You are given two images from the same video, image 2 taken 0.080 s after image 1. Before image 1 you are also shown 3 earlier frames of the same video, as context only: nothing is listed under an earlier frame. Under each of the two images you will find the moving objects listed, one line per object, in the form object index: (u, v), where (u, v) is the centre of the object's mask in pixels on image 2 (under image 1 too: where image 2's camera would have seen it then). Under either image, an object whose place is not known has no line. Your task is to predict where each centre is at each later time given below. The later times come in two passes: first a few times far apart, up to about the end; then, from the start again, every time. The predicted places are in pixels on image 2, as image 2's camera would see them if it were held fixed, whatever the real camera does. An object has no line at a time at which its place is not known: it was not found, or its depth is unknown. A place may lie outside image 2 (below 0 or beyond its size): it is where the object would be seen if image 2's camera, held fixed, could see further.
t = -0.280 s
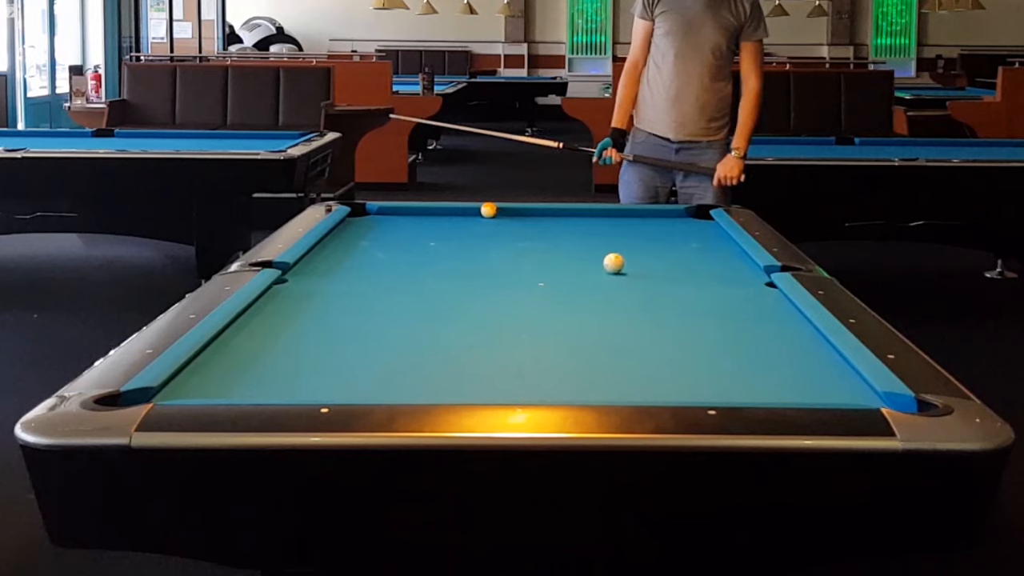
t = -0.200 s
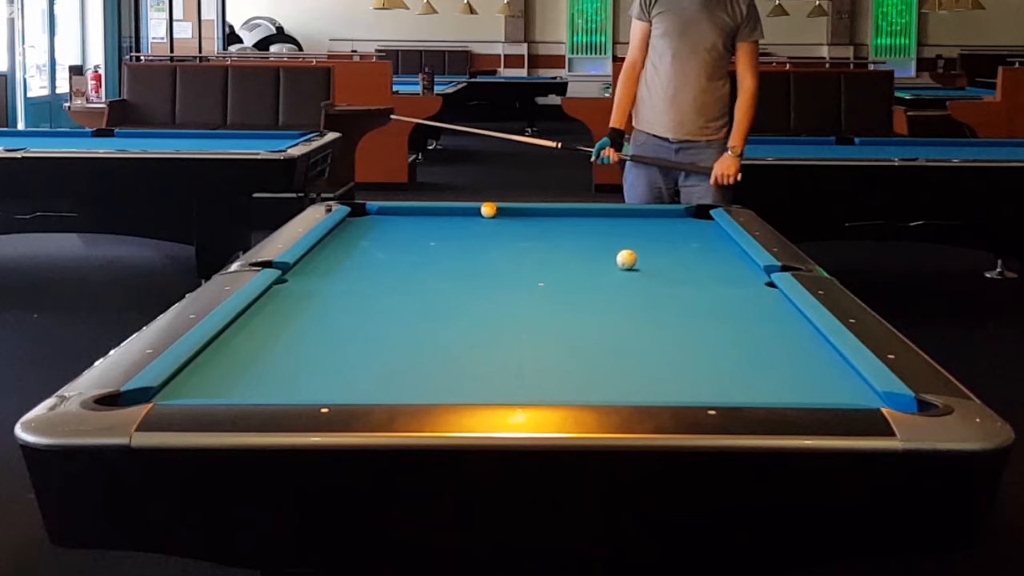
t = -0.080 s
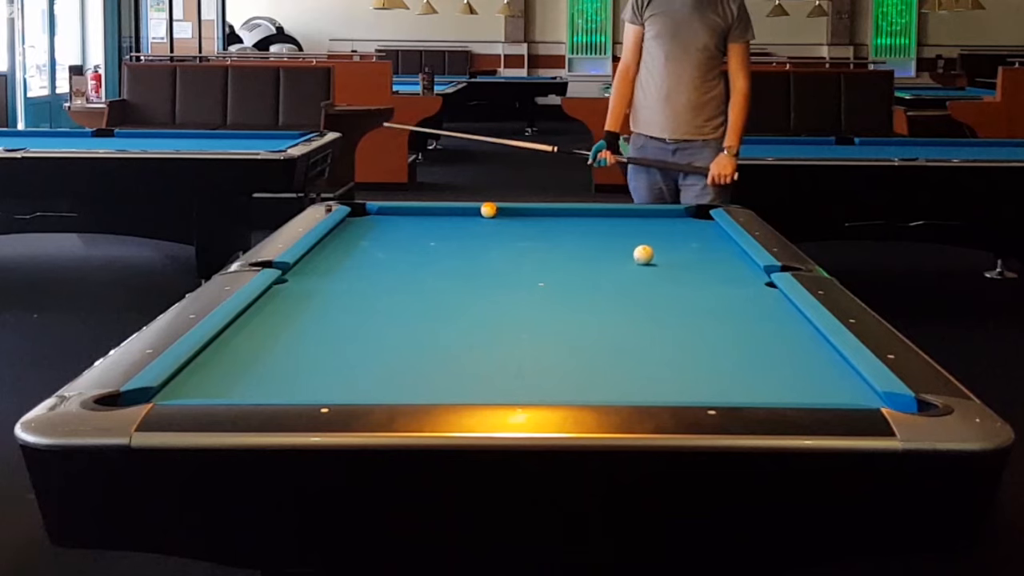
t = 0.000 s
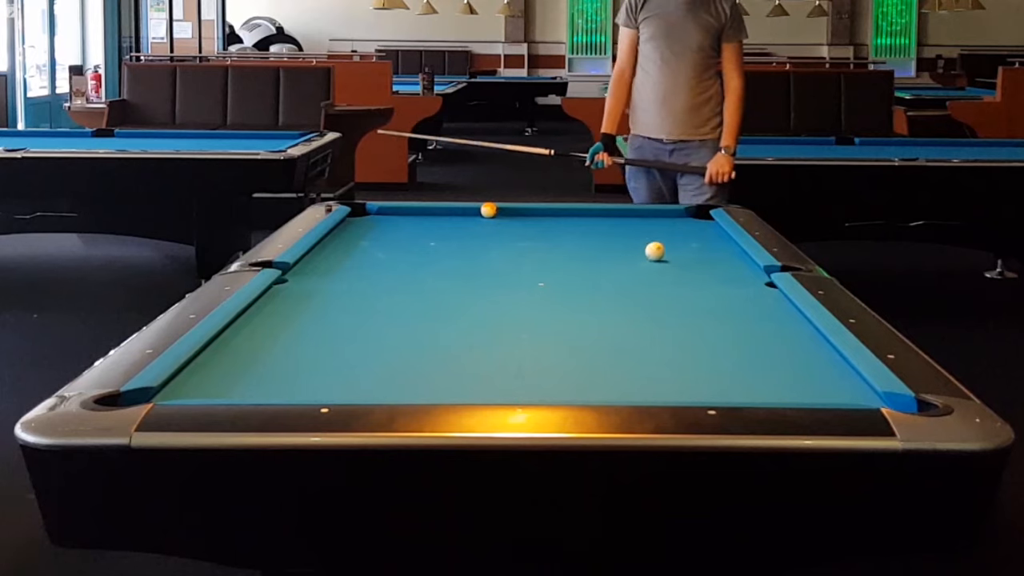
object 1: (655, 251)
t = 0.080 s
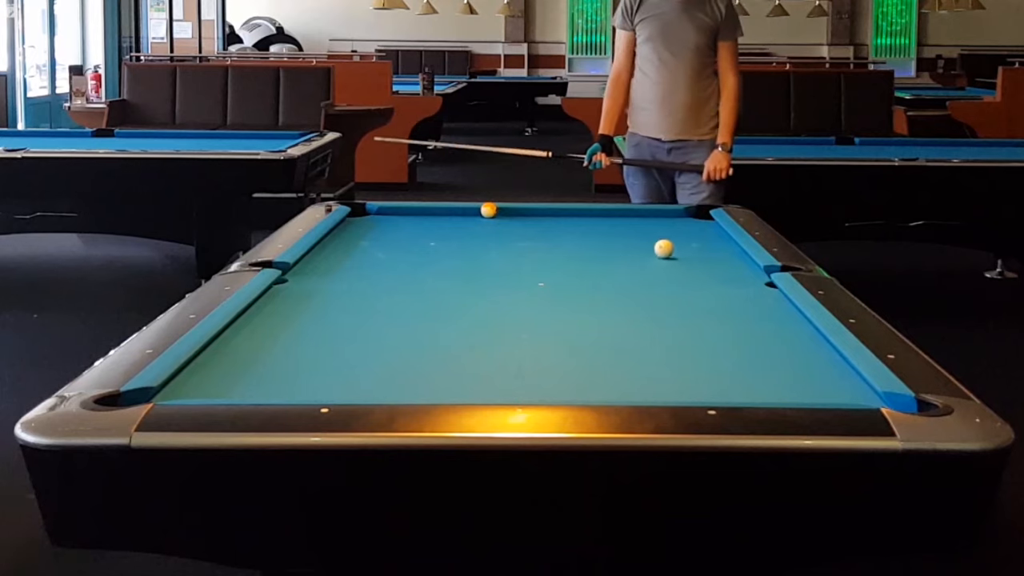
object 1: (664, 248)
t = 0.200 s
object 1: (680, 244)
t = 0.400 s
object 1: (704, 237)
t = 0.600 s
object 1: (713, 231)
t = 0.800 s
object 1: (698, 227)
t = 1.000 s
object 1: (683, 223)
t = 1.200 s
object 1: (669, 219)
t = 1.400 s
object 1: (656, 215)
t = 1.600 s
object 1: (644, 212)
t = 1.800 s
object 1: (635, 211)
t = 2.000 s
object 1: (631, 213)
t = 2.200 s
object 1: (626, 215)
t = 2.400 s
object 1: (622, 216)
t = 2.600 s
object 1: (618, 218)
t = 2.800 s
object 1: (615, 219)
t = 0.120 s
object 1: (670, 247)
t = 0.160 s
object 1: (674, 245)
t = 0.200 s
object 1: (680, 244)
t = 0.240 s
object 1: (684, 242)
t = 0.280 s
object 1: (689, 241)
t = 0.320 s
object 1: (695, 239)
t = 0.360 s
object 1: (699, 238)
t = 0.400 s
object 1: (704, 237)
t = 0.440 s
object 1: (708, 236)
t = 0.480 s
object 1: (711, 235)
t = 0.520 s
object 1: (717, 233)
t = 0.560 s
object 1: (718, 232)
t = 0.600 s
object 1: (713, 231)
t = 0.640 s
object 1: (710, 230)
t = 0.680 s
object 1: (707, 229)
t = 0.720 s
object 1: (703, 228)
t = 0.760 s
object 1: (701, 228)
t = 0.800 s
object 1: (698, 227)
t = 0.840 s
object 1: (694, 226)
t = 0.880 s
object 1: (692, 225)
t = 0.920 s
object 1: (688, 224)
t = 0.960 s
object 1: (685, 223)
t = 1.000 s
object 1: (683, 223)
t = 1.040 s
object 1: (679, 222)
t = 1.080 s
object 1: (676, 221)
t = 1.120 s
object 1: (673, 220)
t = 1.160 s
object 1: (671, 219)
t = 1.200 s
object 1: (669, 219)
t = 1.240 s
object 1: (665, 218)
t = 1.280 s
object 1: (663, 217)
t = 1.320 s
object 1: (660, 217)
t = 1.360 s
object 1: (658, 216)
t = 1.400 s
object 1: (656, 215)
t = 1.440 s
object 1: (652, 215)
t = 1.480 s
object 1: (650, 214)
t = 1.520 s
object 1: (647, 213)
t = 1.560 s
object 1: (645, 213)
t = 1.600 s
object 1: (644, 212)
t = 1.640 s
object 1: (641, 212)
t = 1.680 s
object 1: (639, 211)
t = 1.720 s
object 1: (637, 211)
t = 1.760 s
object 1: (636, 211)
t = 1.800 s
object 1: (635, 211)
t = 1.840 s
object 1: (634, 212)
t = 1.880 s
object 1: (633, 212)
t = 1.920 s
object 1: (632, 213)
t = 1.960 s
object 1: (631, 213)
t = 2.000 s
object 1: (631, 213)
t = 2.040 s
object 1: (629, 213)
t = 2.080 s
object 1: (629, 214)
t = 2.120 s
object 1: (628, 214)
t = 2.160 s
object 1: (627, 215)
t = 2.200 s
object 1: (626, 215)
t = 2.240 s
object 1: (625, 215)
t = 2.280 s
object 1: (624, 215)
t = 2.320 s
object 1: (623, 216)
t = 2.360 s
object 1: (623, 216)
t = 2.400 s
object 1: (622, 216)
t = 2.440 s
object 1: (621, 217)
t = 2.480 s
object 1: (620, 217)
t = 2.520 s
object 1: (619, 217)
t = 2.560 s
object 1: (619, 217)
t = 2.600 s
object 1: (618, 218)
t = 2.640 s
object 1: (617, 218)
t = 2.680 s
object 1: (617, 218)
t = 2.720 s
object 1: (616, 219)
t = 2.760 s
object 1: (616, 219)
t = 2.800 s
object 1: (615, 219)
